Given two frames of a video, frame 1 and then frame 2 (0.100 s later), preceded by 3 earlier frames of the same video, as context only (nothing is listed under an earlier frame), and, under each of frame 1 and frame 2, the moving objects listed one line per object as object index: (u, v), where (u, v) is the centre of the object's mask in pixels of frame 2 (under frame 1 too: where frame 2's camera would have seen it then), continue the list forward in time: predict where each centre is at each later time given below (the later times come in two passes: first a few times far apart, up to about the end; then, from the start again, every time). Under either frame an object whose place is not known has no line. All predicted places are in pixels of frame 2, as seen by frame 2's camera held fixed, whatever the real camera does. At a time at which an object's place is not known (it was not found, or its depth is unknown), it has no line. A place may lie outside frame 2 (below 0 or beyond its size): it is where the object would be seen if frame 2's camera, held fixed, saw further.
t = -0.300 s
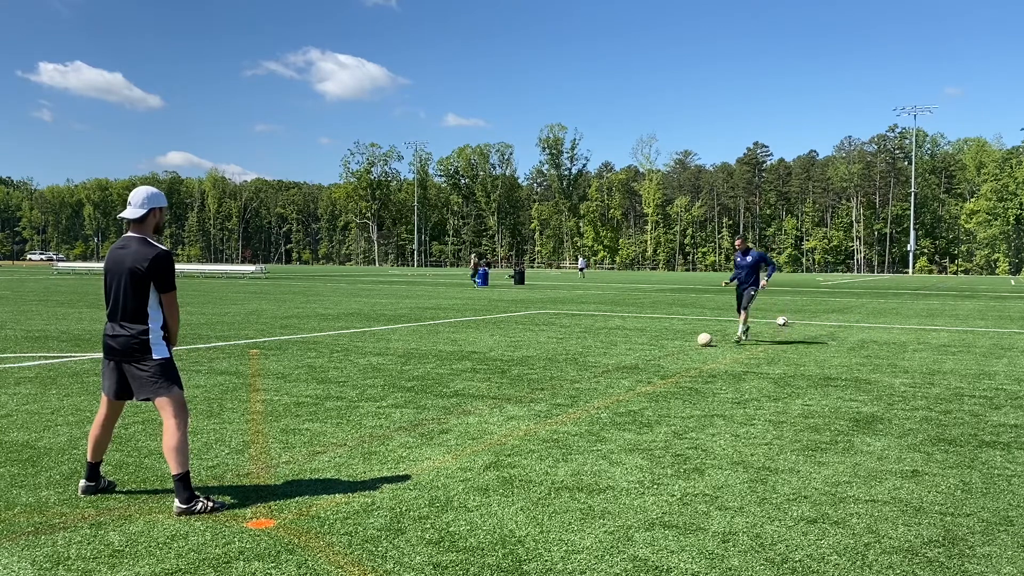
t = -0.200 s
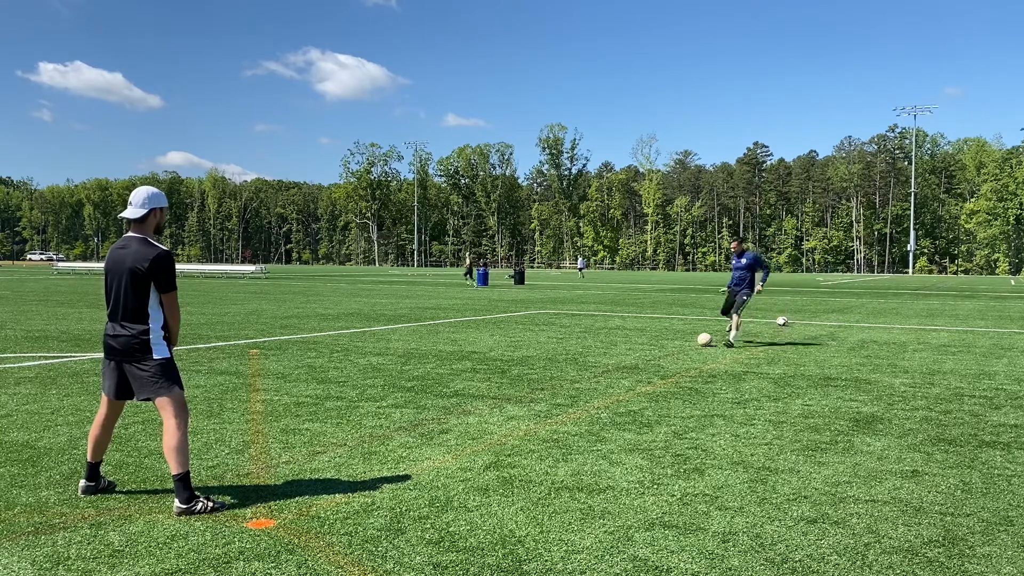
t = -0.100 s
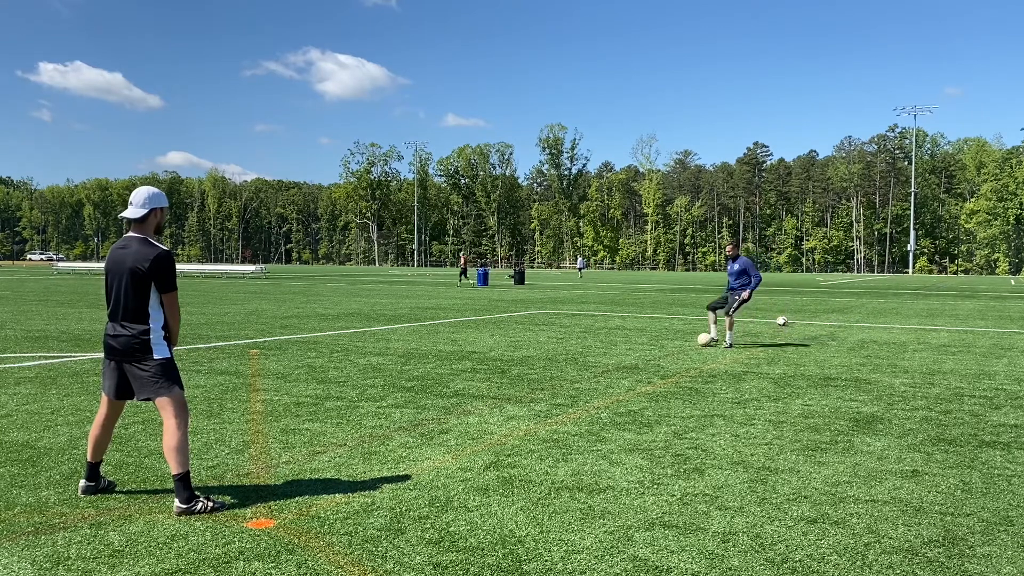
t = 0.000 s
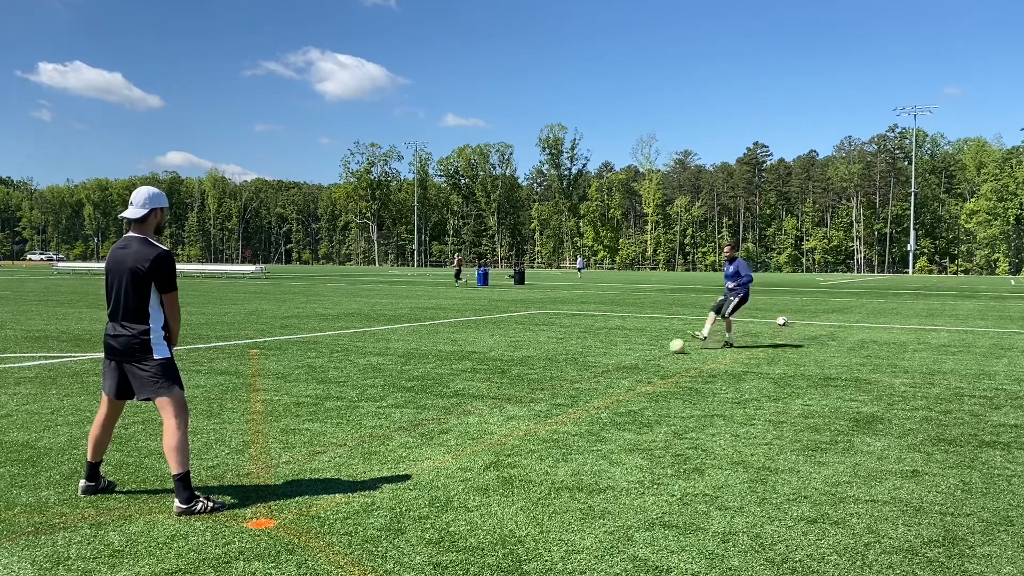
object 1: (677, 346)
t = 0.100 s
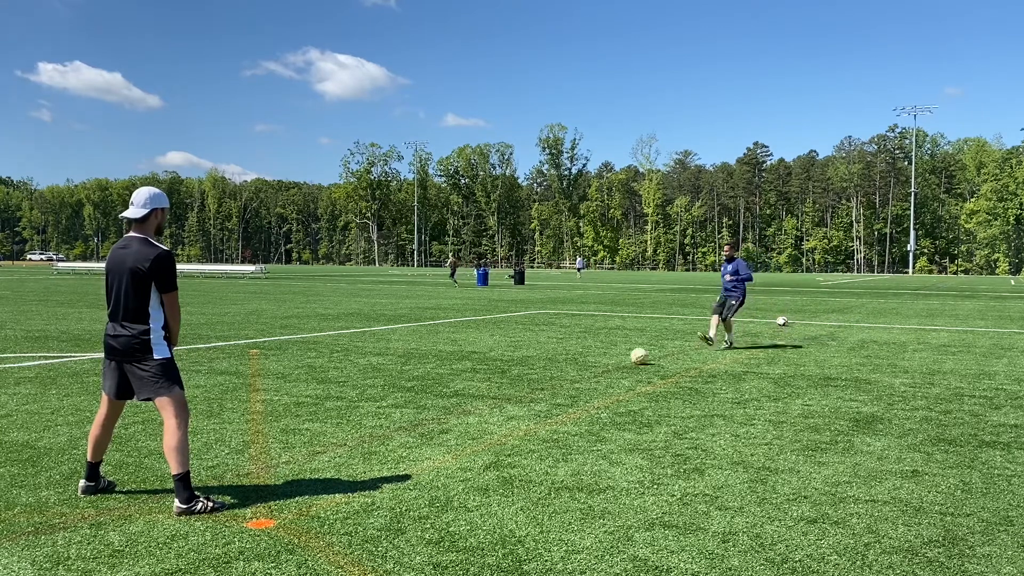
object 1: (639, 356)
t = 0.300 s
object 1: (539, 382)
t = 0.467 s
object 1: (421, 415)
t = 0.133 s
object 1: (624, 360)
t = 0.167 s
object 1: (609, 364)
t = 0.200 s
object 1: (594, 368)
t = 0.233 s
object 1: (577, 372)
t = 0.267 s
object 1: (559, 377)
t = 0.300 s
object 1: (539, 382)
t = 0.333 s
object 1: (519, 388)
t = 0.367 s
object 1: (498, 393)
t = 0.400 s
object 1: (474, 399)
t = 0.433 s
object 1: (448, 407)
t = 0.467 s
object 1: (421, 415)
